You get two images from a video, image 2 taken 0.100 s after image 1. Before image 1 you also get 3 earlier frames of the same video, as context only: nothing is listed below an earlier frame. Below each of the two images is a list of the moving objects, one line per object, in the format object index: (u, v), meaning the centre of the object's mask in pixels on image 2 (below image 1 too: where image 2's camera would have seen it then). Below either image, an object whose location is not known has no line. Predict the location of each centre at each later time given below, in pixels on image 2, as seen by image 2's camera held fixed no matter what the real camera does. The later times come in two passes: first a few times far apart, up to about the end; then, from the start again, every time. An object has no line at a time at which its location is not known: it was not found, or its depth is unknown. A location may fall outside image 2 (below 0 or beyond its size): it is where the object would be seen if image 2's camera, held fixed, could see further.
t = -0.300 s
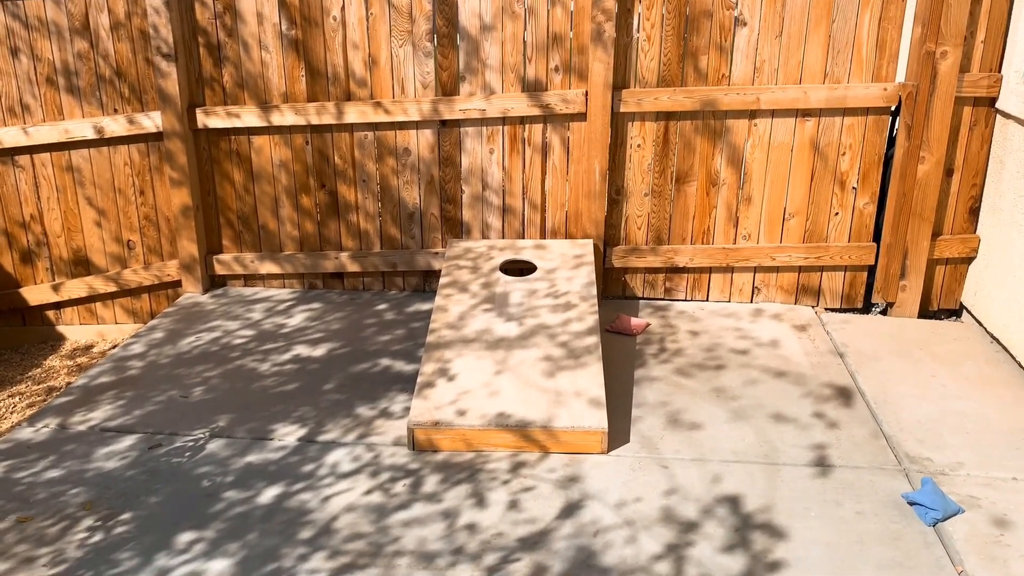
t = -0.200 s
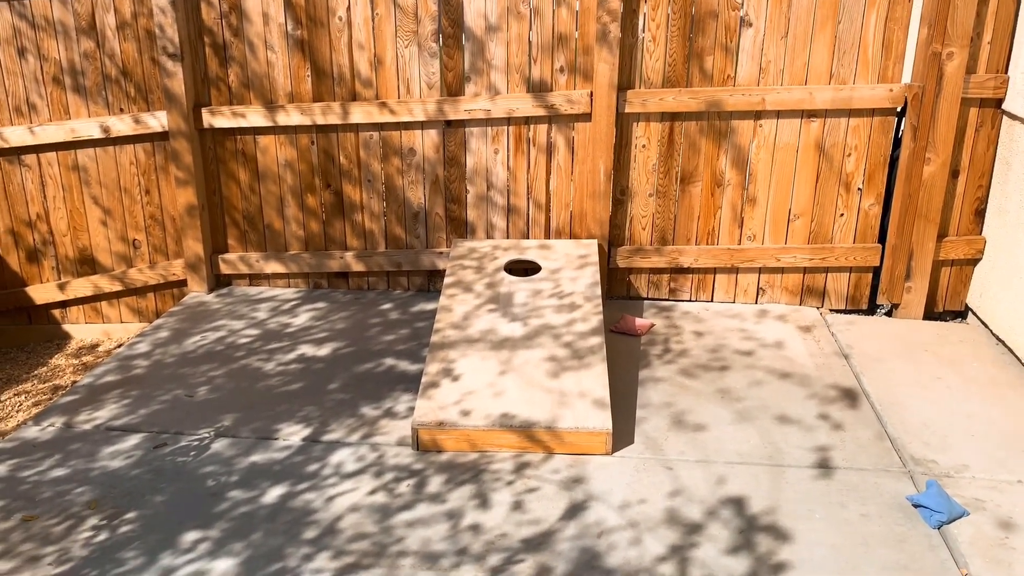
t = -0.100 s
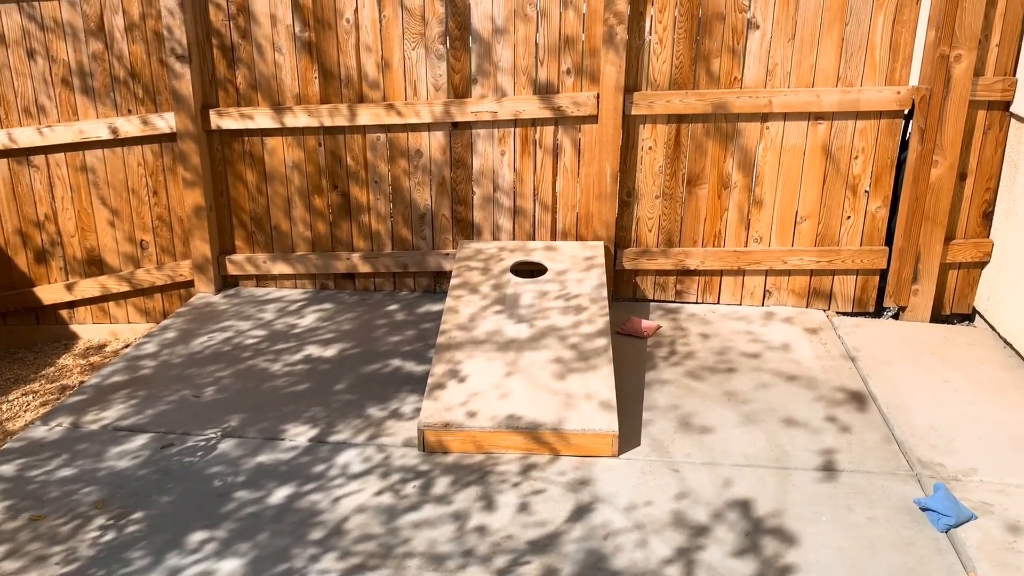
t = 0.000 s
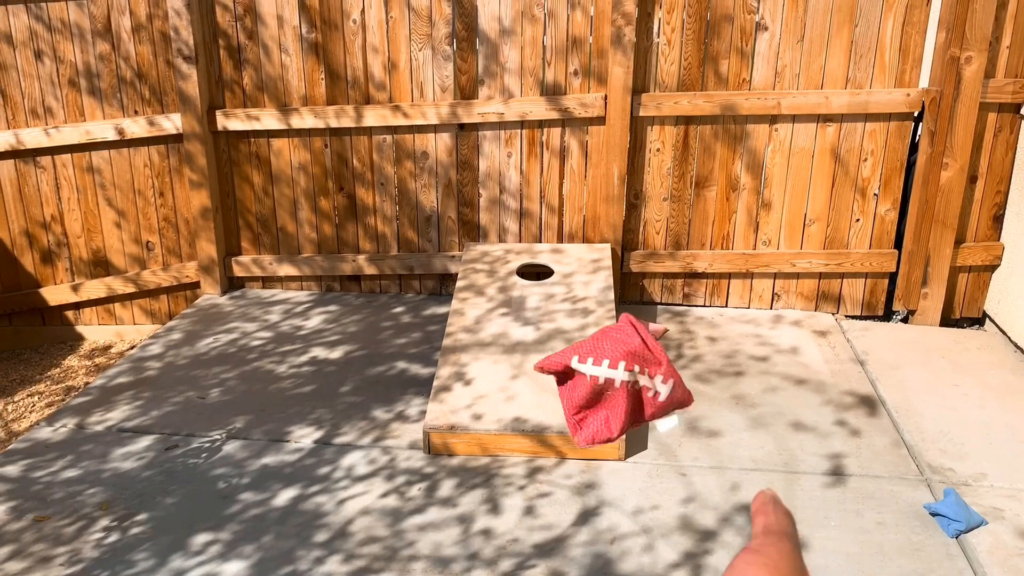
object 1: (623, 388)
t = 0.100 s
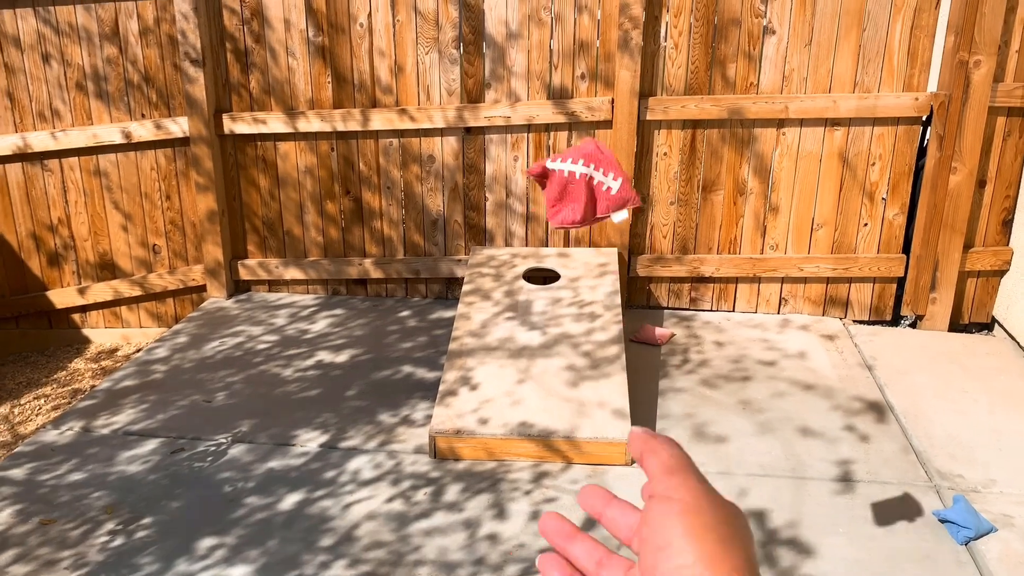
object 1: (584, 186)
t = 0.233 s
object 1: (551, 129)
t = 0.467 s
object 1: (522, 218)
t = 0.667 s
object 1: (520, 278)
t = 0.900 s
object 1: (527, 268)
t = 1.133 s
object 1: (527, 268)
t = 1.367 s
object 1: (527, 268)
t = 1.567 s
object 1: (527, 269)
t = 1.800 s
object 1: (527, 268)
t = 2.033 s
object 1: (527, 268)
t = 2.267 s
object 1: (527, 268)
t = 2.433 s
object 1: (526, 269)
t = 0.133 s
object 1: (575, 156)
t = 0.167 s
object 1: (566, 139)
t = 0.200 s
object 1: (558, 131)
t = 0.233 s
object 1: (551, 129)
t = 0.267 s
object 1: (545, 133)
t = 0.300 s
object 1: (539, 141)
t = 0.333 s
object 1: (535, 151)
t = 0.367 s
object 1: (531, 166)
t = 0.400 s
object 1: (528, 181)
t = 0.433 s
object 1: (524, 199)
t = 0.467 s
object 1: (522, 218)
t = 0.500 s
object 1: (519, 239)
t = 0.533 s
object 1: (517, 260)
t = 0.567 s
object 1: (514, 282)
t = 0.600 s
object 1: (515, 291)
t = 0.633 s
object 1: (518, 284)
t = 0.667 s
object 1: (520, 278)
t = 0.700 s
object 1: (522, 274)
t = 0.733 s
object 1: (523, 270)
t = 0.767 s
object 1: (525, 268)
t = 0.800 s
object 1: (527, 268)
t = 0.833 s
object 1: (527, 268)
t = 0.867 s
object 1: (527, 268)
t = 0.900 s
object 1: (527, 268)
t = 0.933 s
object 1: (527, 268)
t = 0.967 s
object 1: (527, 269)
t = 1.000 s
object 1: (527, 269)
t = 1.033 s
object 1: (528, 269)
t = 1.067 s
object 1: (527, 268)
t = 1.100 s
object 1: (527, 268)
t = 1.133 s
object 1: (527, 268)
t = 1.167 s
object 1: (527, 268)
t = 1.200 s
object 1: (527, 269)
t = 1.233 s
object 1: (527, 269)
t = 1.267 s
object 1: (527, 268)
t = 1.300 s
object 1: (527, 268)
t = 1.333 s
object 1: (527, 268)
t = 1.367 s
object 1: (527, 268)
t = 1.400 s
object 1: (527, 268)
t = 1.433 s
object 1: (527, 268)
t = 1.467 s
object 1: (527, 268)
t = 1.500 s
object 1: (527, 268)
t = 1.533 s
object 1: (527, 268)
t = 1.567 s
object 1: (527, 269)
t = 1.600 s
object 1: (527, 269)
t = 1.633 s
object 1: (527, 269)
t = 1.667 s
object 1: (527, 269)
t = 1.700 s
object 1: (527, 269)
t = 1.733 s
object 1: (527, 269)
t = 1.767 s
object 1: (527, 269)
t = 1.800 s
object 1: (527, 268)
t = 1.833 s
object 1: (527, 268)
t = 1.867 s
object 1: (527, 268)
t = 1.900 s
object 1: (527, 269)
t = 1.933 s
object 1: (527, 269)
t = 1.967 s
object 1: (527, 269)
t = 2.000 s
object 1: (527, 268)
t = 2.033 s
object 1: (527, 268)
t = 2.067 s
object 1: (527, 268)
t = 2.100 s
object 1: (527, 268)
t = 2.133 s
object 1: (527, 268)
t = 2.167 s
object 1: (527, 268)
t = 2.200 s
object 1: (527, 268)
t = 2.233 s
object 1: (527, 268)
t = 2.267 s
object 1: (527, 268)
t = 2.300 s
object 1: (527, 268)
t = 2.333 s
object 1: (527, 268)
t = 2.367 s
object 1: (526, 269)
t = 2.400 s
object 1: (526, 268)
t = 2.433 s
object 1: (526, 269)
